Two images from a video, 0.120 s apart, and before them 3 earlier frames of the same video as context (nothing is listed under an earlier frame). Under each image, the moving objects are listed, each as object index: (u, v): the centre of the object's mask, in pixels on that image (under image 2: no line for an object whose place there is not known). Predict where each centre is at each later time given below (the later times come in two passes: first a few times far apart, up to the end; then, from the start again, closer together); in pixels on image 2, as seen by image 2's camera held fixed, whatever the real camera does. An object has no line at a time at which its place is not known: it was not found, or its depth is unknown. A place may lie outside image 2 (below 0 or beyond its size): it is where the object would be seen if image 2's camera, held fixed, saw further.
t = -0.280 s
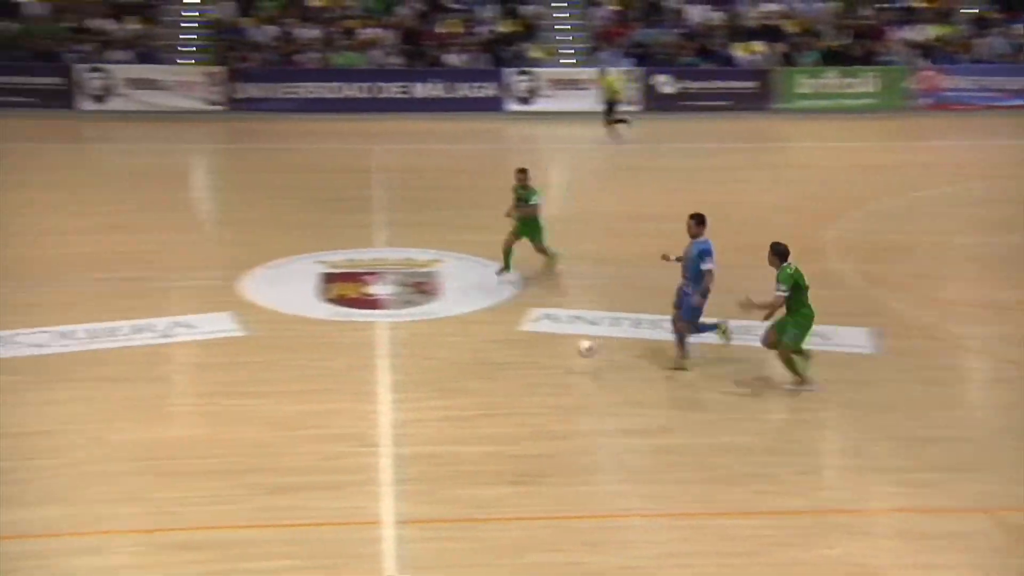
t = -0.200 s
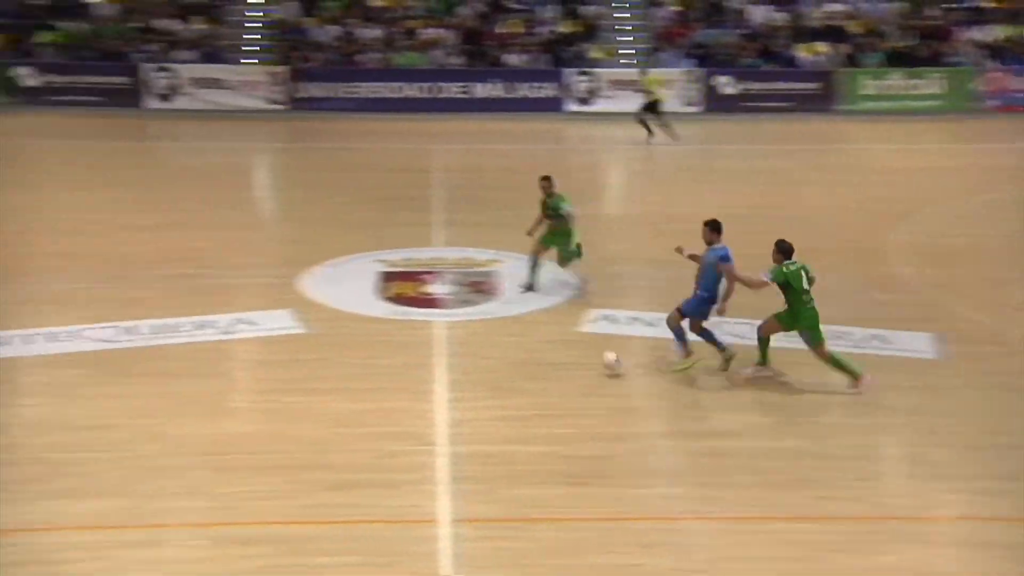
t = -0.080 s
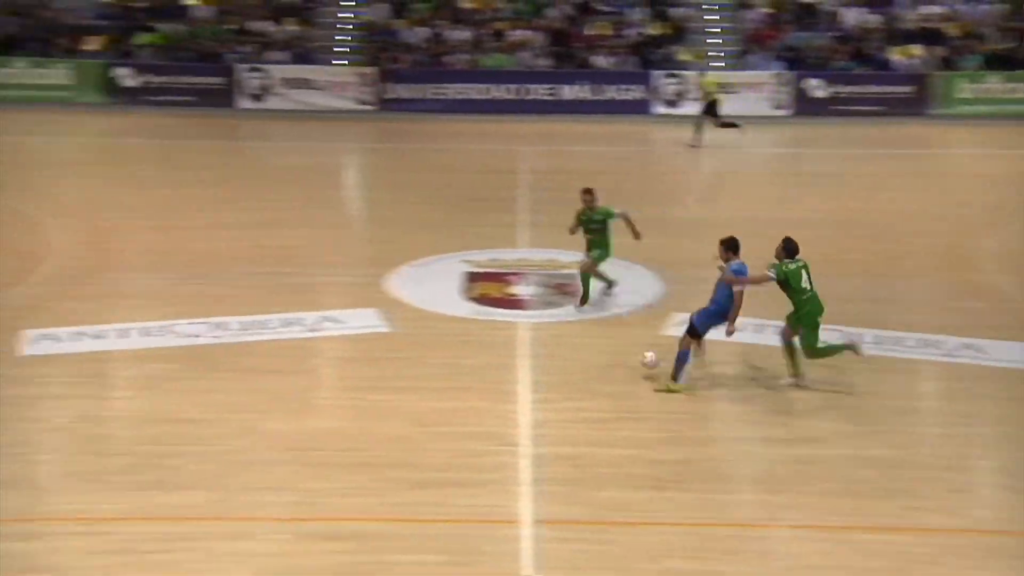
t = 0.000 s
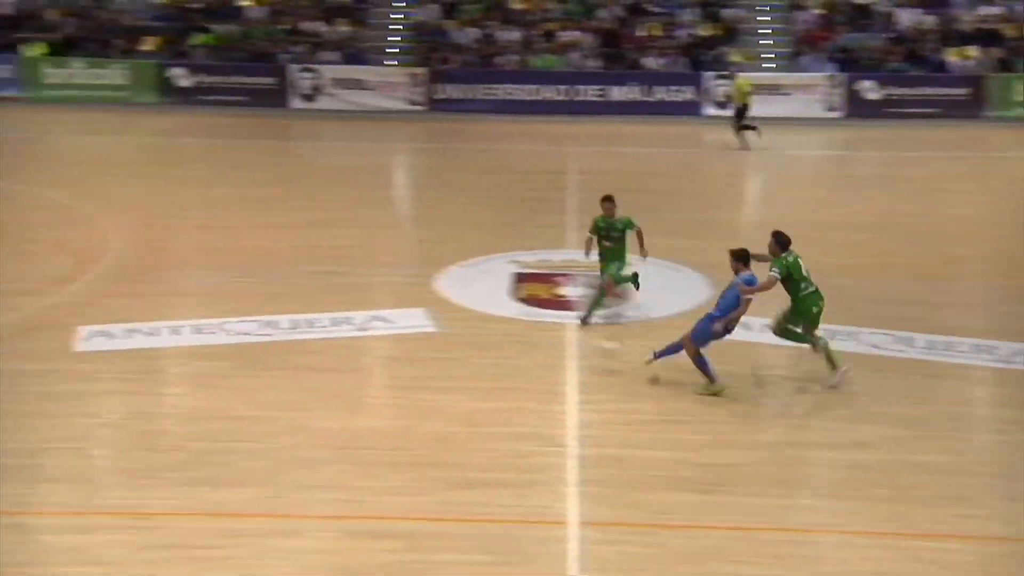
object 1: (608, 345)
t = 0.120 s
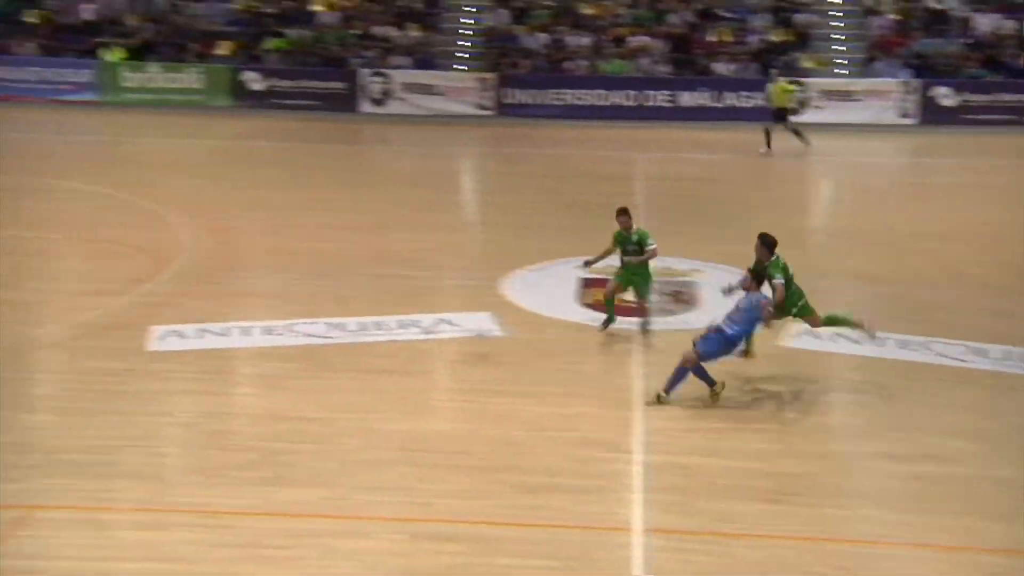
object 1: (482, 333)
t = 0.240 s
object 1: (301, 321)
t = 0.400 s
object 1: (95, 307)
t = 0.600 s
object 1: (-132, 288)
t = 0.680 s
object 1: (-212, 282)
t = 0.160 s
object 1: (422, 330)
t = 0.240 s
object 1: (301, 321)
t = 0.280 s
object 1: (244, 323)
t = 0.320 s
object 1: (192, 320)
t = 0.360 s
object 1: (142, 313)
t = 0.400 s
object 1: (95, 307)
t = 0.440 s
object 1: (47, 302)
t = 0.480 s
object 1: (-1, 300)
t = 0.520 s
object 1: (-47, 297)
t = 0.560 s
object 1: (-90, 293)
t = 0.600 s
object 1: (-132, 288)
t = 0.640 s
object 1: (-172, 285)
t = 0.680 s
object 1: (-212, 282)
